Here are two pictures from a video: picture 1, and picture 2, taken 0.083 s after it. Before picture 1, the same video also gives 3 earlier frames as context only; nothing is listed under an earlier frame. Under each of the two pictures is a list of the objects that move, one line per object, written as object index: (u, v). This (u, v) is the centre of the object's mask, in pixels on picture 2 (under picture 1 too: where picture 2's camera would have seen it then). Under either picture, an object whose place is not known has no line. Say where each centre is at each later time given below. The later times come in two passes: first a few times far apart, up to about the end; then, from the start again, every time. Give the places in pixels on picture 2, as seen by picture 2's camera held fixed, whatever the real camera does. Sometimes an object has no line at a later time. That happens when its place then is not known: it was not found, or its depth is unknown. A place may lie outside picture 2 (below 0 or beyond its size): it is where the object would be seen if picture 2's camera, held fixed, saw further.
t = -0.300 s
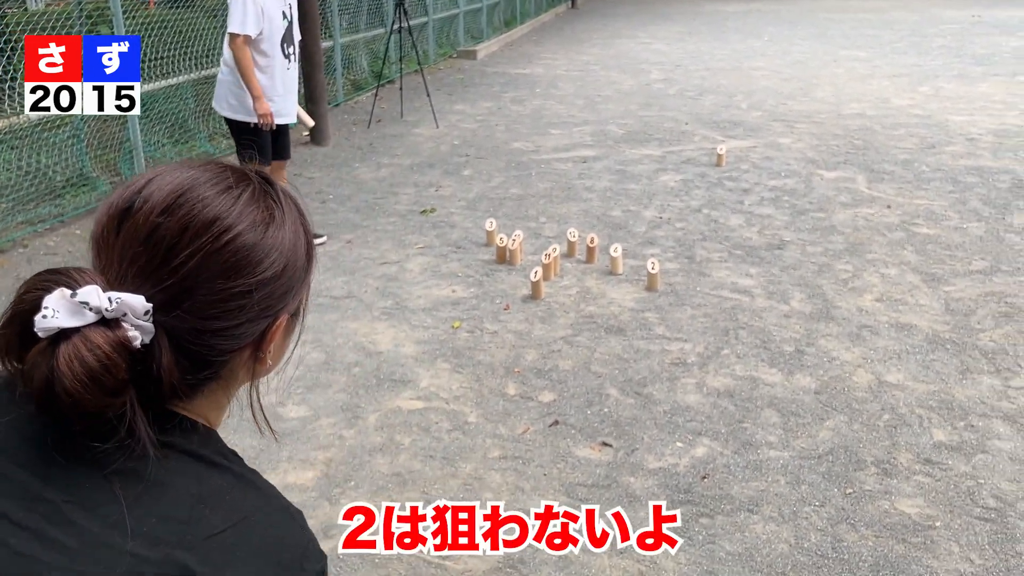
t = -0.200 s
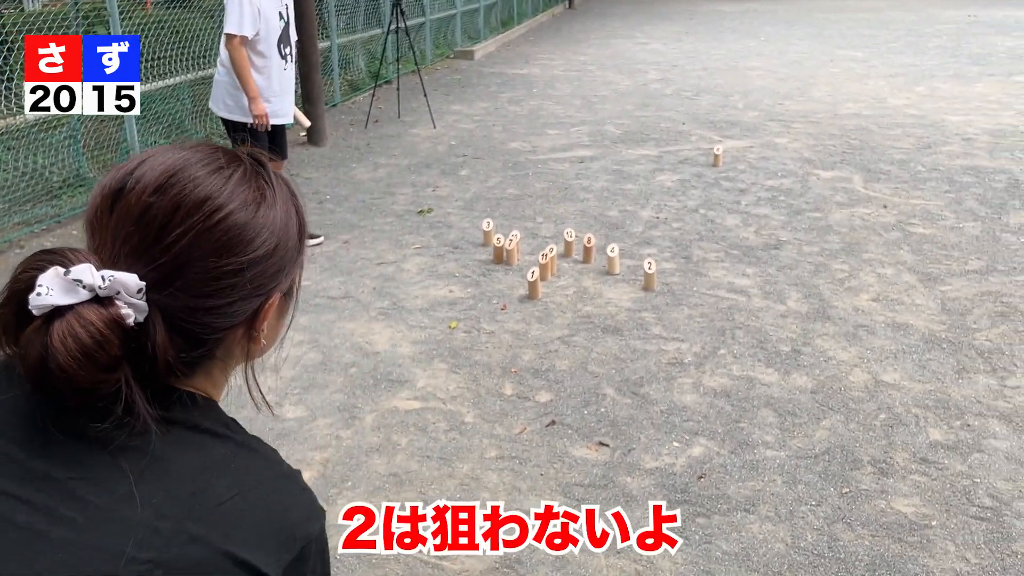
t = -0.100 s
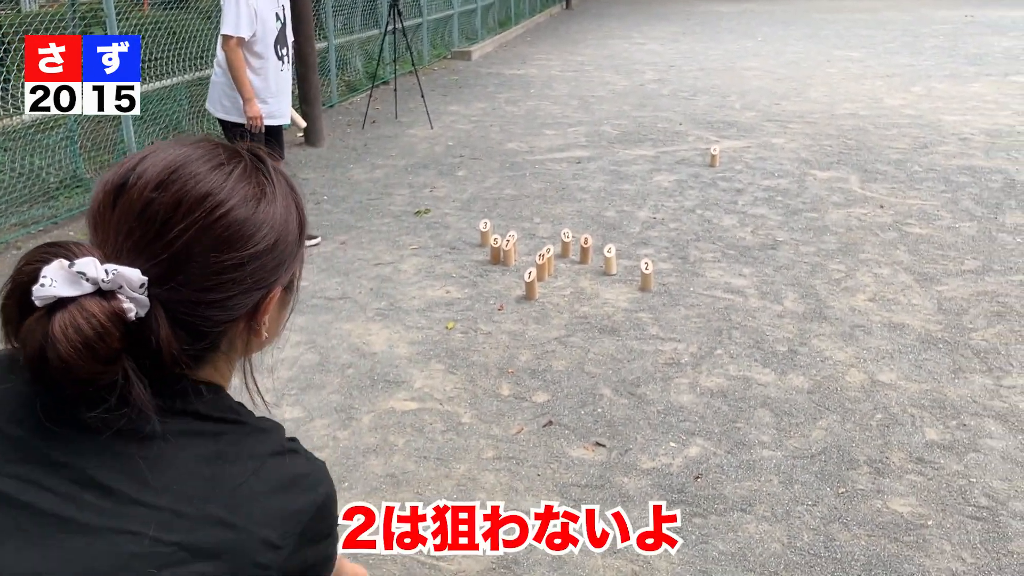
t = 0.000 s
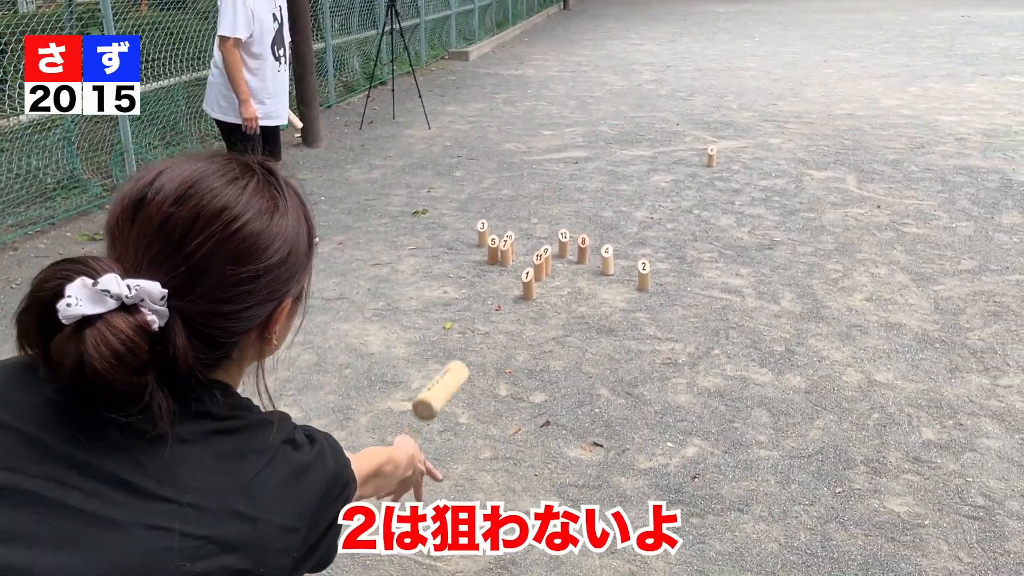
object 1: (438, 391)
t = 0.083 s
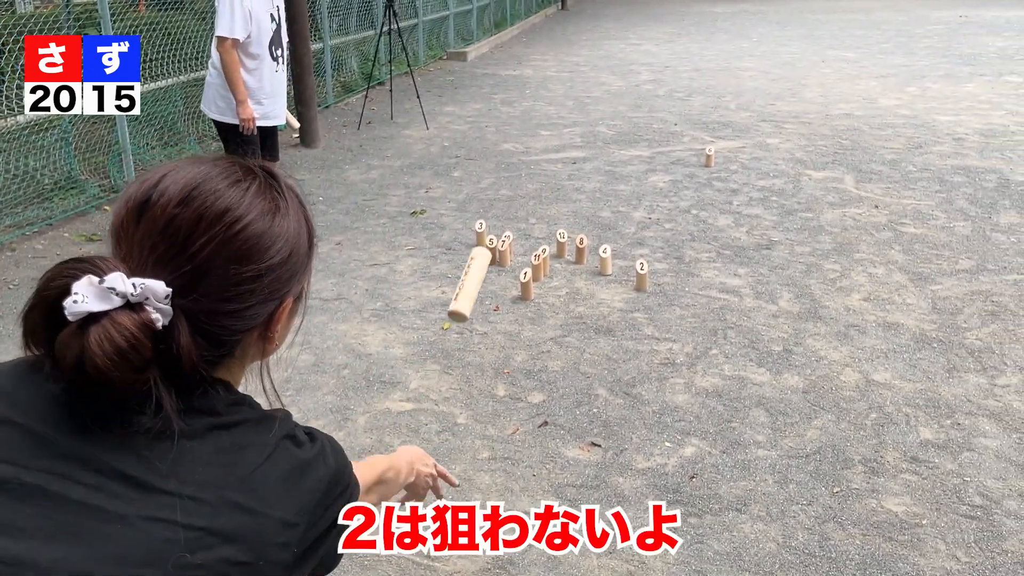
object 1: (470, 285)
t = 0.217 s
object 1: (502, 212)
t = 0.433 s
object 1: (532, 223)
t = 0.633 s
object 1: (537, 223)
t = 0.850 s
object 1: (531, 208)
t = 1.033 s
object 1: (521, 193)
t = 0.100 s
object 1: (475, 270)
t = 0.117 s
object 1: (479, 257)
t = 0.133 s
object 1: (484, 245)
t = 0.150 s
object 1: (488, 236)
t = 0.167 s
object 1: (492, 228)
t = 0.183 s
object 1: (495, 221)
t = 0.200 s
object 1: (499, 216)
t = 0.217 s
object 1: (502, 212)
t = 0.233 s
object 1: (505, 208)
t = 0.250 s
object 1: (508, 205)
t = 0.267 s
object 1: (511, 204)
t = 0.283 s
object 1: (513, 203)
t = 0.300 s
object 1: (516, 203)
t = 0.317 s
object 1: (518, 204)
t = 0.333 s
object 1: (520, 205)
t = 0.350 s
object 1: (522, 206)
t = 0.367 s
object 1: (525, 209)
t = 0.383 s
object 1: (527, 212)
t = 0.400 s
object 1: (528, 215)
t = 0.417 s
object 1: (531, 219)
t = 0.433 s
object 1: (532, 223)
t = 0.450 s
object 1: (534, 227)
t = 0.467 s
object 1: (536, 231)
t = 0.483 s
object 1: (538, 236)
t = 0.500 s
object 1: (539, 239)
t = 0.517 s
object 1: (540, 240)
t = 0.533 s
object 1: (538, 241)
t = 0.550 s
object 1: (539, 239)
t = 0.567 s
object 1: (539, 236)
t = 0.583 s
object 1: (538, 232)
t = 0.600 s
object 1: (537, 228)
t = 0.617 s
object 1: (537, 225)
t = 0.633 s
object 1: (537, 223)
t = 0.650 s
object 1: (536, 221)
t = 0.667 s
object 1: (536, 219)
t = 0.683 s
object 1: (535, 218)
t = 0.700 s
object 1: (534, 218)
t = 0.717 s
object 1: (533, 217)
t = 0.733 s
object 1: (533, 215)
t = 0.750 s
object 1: (533, 214)
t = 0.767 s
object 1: (532, 213)
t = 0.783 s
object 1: (532, 212)
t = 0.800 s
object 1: (532, 212)
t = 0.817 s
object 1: (532, 212)
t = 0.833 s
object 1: (531, 210)
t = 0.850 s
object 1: (531, 208)
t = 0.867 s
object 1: (530, 206)
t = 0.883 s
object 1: (529, 205)
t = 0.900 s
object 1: (528, 204)
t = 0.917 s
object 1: (527, 202)
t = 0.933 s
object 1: (527, 201)
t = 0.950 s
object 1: (526, 200)
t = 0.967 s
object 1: (525, 198)
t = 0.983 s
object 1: (524, 197)
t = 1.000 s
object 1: (523, 196)
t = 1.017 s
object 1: (522, 194)
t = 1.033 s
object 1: (521, 193)
